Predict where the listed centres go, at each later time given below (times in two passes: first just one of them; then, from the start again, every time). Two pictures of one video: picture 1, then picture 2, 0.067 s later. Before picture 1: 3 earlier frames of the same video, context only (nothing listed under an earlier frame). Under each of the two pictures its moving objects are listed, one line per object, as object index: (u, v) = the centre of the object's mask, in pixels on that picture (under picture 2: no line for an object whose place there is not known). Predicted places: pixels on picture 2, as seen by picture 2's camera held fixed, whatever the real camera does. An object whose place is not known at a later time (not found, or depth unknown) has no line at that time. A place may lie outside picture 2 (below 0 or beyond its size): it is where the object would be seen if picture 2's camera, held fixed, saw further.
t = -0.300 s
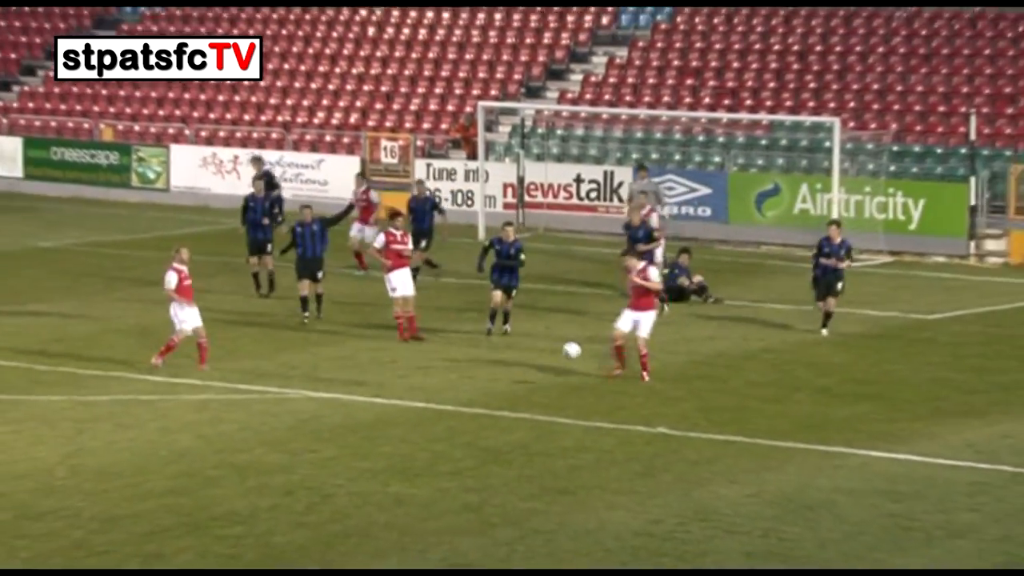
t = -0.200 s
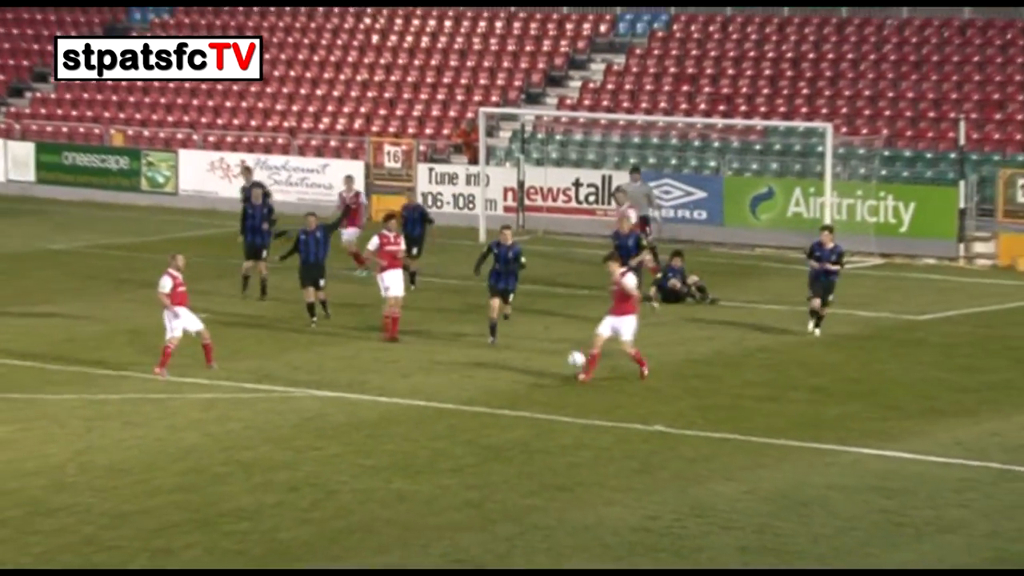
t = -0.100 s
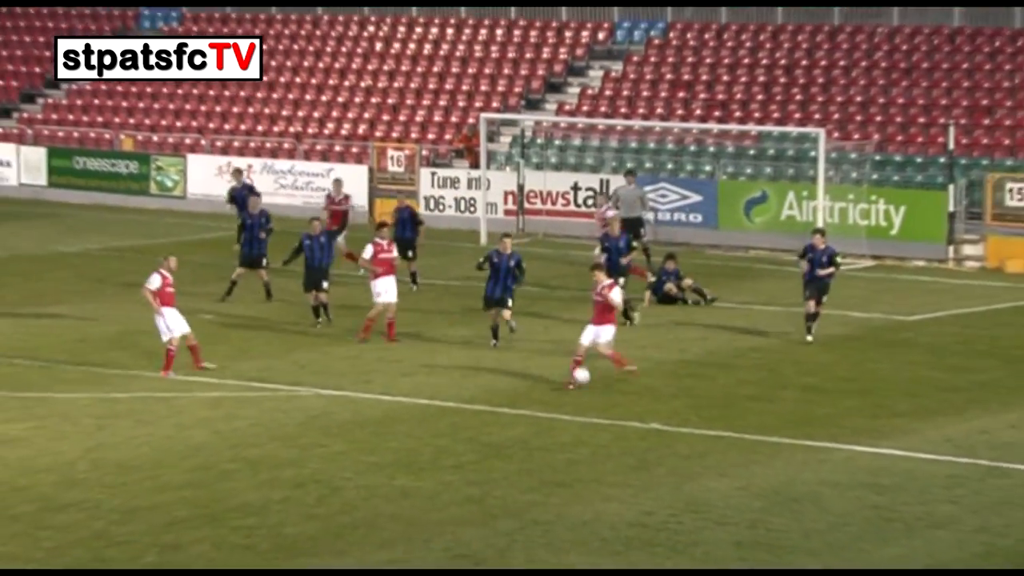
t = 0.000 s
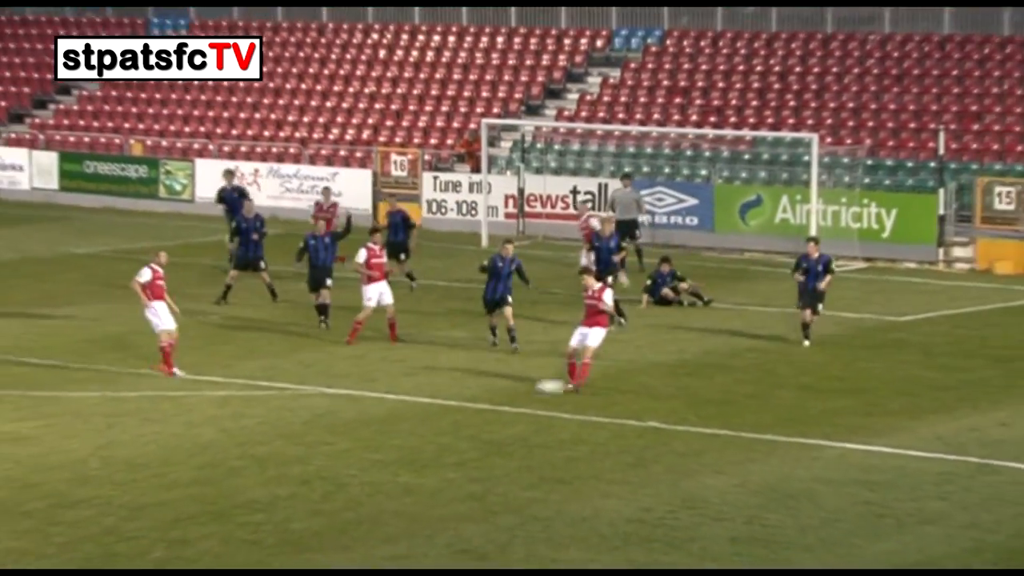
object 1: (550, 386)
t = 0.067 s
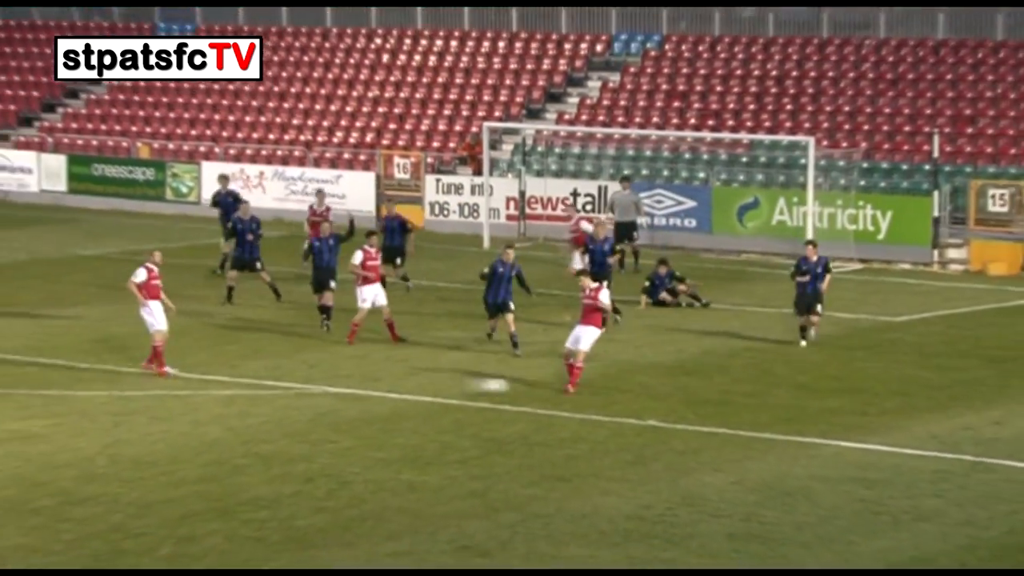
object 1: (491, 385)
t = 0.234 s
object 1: (335, 396)
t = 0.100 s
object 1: (457, 387)
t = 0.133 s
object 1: (429, 389)
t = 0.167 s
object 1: (401, 390)
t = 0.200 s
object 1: (365, 395)
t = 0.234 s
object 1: (335, 396)
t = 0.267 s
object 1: (310, 397)
